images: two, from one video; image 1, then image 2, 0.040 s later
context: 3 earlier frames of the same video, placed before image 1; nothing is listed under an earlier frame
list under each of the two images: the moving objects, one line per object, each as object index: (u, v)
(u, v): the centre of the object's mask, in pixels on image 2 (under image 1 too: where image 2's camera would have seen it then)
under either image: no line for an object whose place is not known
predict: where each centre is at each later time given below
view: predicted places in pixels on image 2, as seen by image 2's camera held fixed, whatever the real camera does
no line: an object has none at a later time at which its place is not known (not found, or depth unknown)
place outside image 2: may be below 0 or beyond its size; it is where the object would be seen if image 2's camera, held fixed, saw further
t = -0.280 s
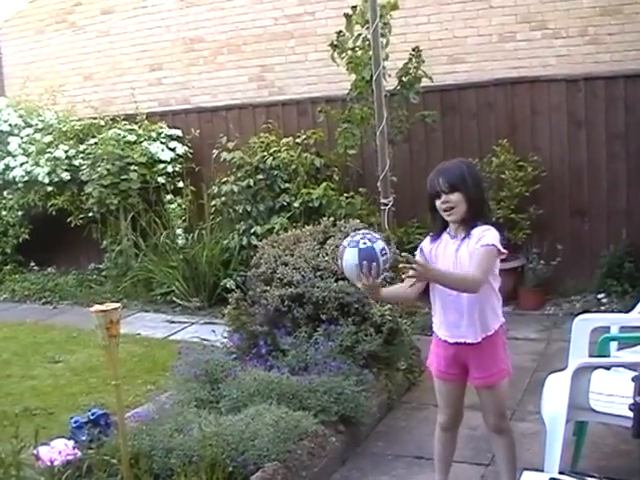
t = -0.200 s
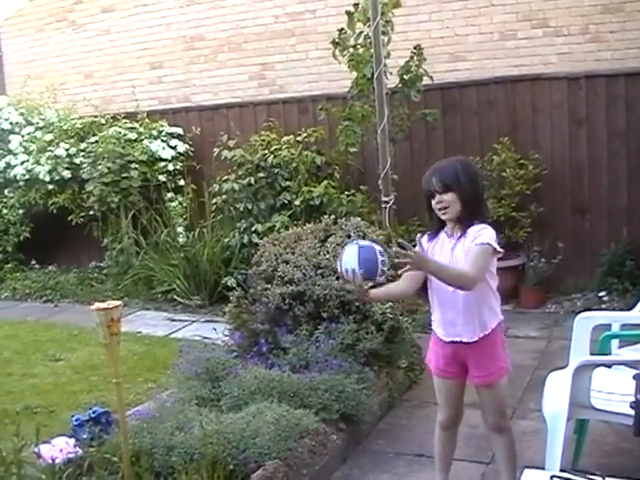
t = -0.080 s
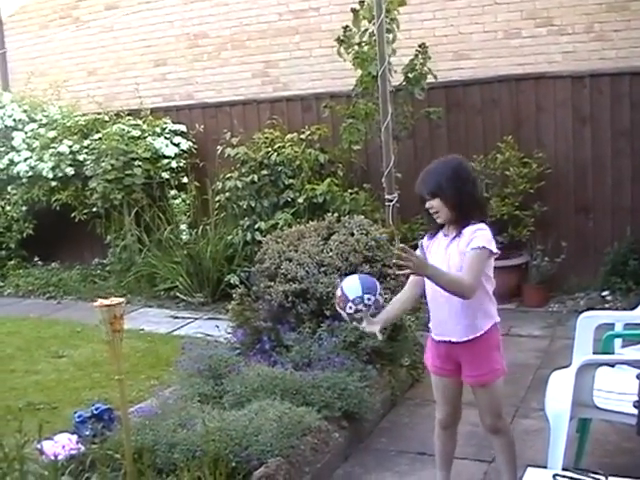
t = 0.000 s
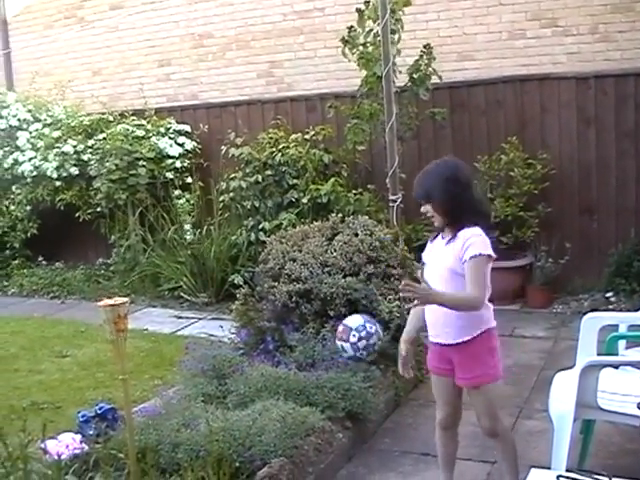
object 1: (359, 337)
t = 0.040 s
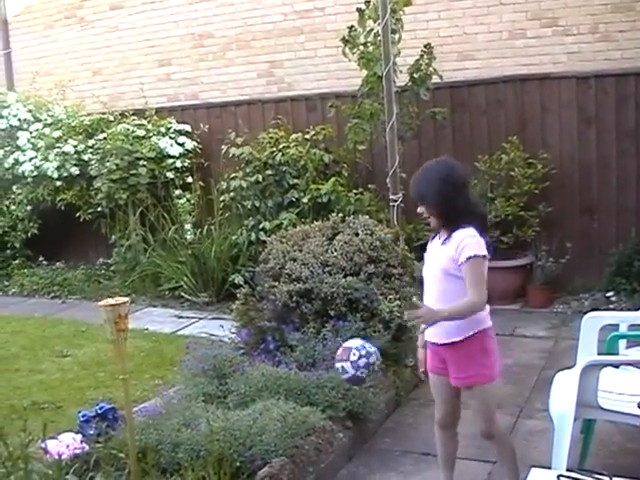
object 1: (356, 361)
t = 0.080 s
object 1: (355, 389)
